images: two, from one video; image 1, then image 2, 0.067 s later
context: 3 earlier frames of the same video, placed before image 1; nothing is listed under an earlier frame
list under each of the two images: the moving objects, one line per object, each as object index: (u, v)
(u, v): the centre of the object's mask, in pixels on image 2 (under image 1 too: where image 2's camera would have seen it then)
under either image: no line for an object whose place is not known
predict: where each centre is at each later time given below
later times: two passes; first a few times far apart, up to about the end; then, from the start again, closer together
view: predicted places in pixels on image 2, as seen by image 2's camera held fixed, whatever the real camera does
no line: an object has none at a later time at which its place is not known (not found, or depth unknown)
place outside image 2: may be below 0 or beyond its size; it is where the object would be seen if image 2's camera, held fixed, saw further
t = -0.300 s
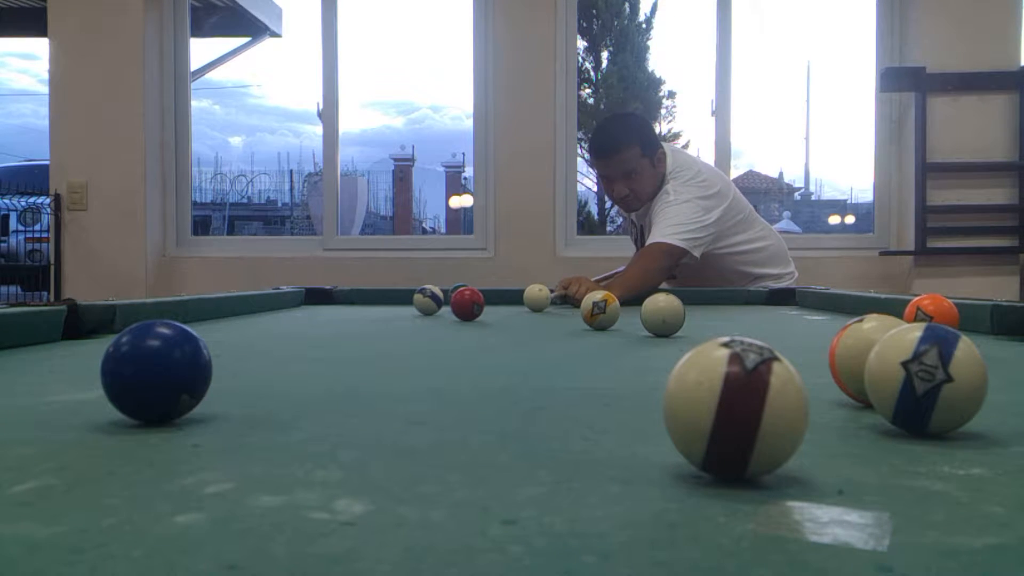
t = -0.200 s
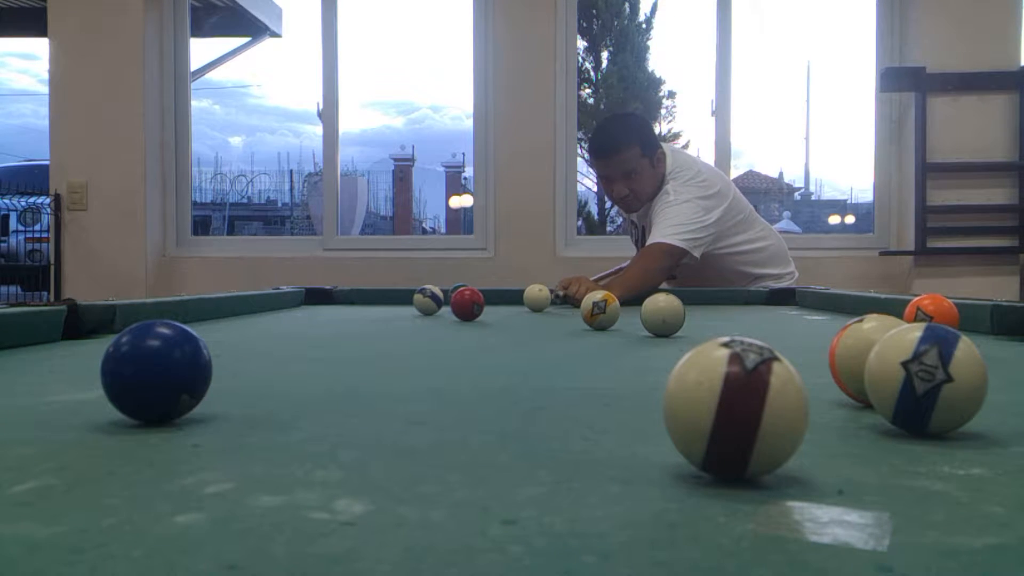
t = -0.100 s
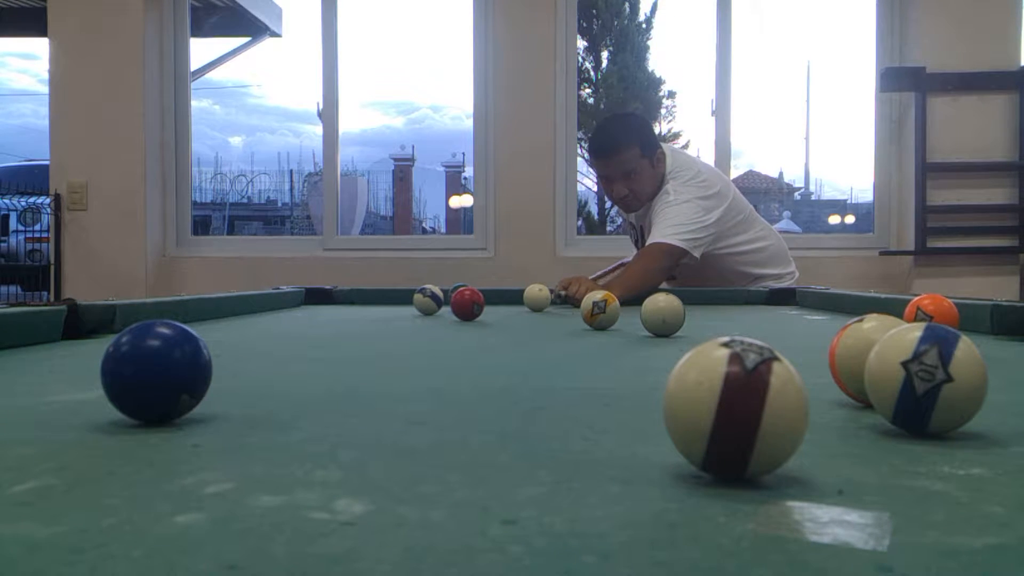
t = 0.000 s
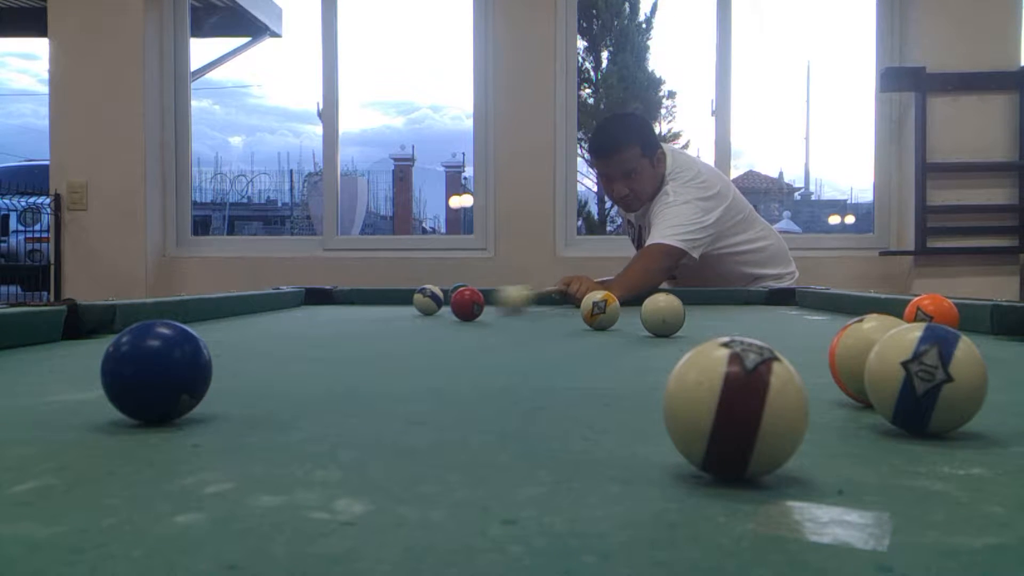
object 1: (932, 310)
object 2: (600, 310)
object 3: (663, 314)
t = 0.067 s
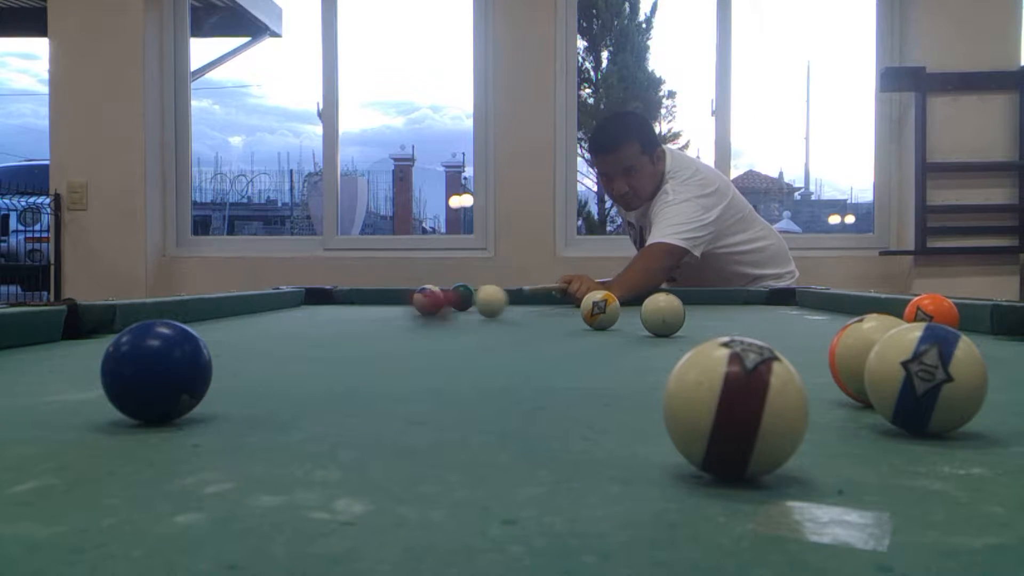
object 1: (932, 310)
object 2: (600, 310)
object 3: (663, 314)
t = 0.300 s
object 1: (932, 310)
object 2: (600, 310)
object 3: (663, 314)
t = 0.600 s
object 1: (932, 310)
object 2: (600, 310)
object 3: (663, 314)
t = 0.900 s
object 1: (932, 310)
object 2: (606, 309)
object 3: (663, 314)
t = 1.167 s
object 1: (932, 310)
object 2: (620, 310)
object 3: (663, 314)
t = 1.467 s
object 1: (932, 310)
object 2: (626, 311)
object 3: (666, 314)
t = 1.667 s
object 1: (944, 311)
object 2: (622, 313)
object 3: (668, 315)
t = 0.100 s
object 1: (932, 310)
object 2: (600, 310)
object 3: (663, 314)
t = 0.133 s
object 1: (932, 310)
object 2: (600, 310)
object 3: (663, 314)
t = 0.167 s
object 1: (932, 311)
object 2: (600, 310)
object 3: (663, 314)
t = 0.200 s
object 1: (932, 310)
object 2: (600, 310)
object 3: (663, 314)
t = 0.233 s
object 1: (932, 310)
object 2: (600, 310)
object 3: (663, 314)
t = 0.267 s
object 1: (932, 310)
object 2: (600, 310)
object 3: (663, 314)
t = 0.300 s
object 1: (932, 310)
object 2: (600, 310)
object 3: (663, 314)
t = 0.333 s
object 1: (932, 310)
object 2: (600, 310)
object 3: (663, 314)
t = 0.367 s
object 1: (932, 310)
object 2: (600, 310)
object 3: (663, 314)
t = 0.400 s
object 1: (932, 310)
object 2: (600, 310)
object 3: (663, 314)
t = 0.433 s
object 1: (932, 310)
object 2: (600, 310)
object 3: (663, 314)
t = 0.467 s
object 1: (932, 310)
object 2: (600, 310)
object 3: (663, 314)
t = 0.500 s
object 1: (932, 310)
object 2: (600, 310)
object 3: (663, 314)
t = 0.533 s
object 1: (932, 310)
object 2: (600, 310)
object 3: (663, 314)
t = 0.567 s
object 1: (932, 310)
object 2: (600, 310)
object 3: (663, 314)
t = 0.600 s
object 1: (932, 310)
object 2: (600, 310)
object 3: (663, 314)
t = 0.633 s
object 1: (932, 310)
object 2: (600, 310)
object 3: (663, 314)
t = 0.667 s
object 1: (932, 311)
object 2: (600, 310)
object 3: (663, 314)
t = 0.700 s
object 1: (932, 310)
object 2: (600, 310)
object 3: (663, 314)
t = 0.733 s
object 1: (932, 310)
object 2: (600, 310)
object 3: (663, 314)
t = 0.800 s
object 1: (932, 310)
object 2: (600, 309)
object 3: (663, 314)
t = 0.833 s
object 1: (932, 310)
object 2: (601, 309)
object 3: (663, 314)
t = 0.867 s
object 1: (932, 310)
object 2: (603, 309)
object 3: (663, 314)
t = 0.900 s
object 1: (932, 310)
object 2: (606, 309)
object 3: (663, 314)
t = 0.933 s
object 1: (932, 310)
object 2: (608, 310)
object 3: (663, 314)
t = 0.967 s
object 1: (932, 310)
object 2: (610, 310)
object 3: (663, 314)
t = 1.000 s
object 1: (932, 310)
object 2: (612, 310)
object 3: (663, 314)
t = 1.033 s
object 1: (932, 310)
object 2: (614, 310)
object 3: (663, 314)
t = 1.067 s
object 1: (932, 310)
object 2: (616, 310)
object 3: (663, 314)
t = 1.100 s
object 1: (932, 310)
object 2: (618, 310)
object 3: (663, 314)
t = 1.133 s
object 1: (932, 310)
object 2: (619, 310)
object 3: (663, 314)
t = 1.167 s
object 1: (932, 310)
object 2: (620, 310)
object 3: (663, 314)
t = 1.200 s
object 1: (932, 311)
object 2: (624, 301)
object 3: (663, 314)
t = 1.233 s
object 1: (932, 310)
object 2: (621, 304)
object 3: (666, 304)
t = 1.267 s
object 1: (932, 310)
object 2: (623, 310)
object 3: (661, 302)
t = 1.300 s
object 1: (932, 310)
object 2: (624, 311)
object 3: (659, 311)
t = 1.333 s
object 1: (932, 310)
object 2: (625, 311)
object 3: (663, 314)
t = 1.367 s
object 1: (932, 310)
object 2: (625, 311)
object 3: (663, 314)
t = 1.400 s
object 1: (932, 310)
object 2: (626, 311)
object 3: (663, 314)
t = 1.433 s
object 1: (932, 310)
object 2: (626, 311)
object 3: (665, 314)
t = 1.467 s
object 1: (932, 310)
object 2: (626, 311)
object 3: (666, 314)
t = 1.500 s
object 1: (932, 310)
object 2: (626, 311)
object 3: (666, 314)
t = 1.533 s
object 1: (932, 310)
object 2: (623, 313)
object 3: (667, 315)
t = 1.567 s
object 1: (932, 310)
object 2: (622, 313)
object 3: (667, 315)
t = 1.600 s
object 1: (932, 310)
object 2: (622, 313)
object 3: (668, 315)
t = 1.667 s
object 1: (944, 311)
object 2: (622, 313)
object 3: (668, 315)
